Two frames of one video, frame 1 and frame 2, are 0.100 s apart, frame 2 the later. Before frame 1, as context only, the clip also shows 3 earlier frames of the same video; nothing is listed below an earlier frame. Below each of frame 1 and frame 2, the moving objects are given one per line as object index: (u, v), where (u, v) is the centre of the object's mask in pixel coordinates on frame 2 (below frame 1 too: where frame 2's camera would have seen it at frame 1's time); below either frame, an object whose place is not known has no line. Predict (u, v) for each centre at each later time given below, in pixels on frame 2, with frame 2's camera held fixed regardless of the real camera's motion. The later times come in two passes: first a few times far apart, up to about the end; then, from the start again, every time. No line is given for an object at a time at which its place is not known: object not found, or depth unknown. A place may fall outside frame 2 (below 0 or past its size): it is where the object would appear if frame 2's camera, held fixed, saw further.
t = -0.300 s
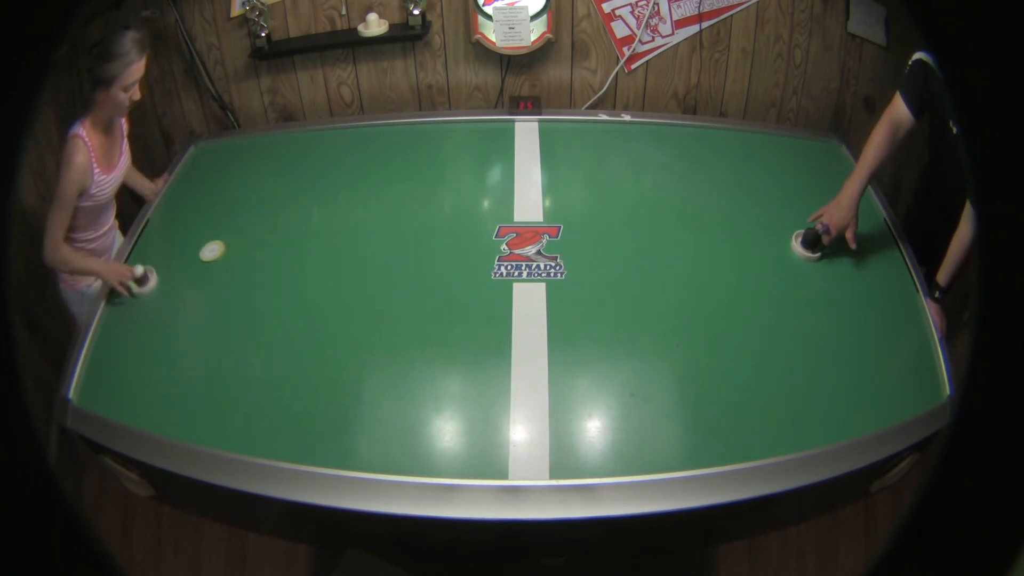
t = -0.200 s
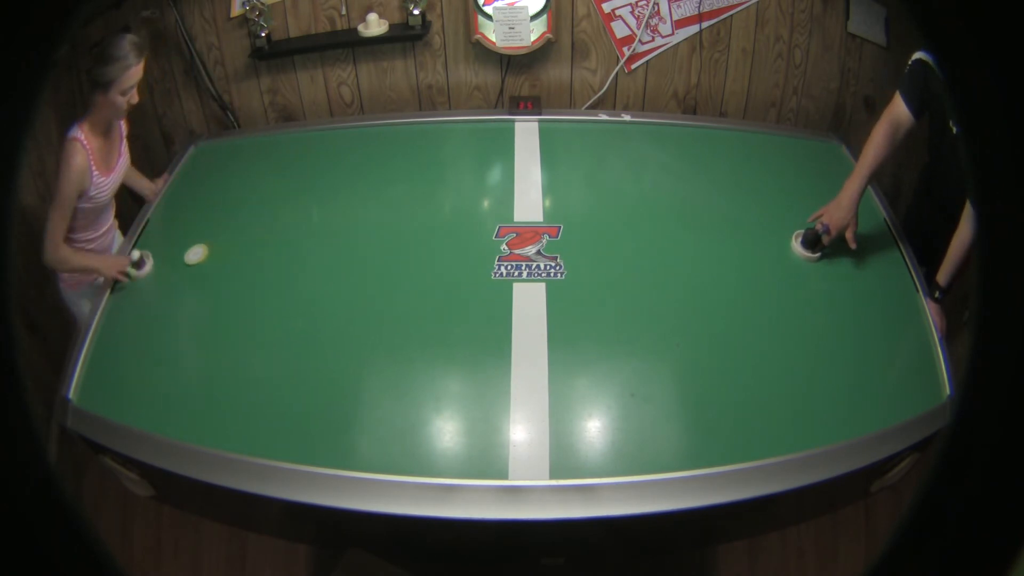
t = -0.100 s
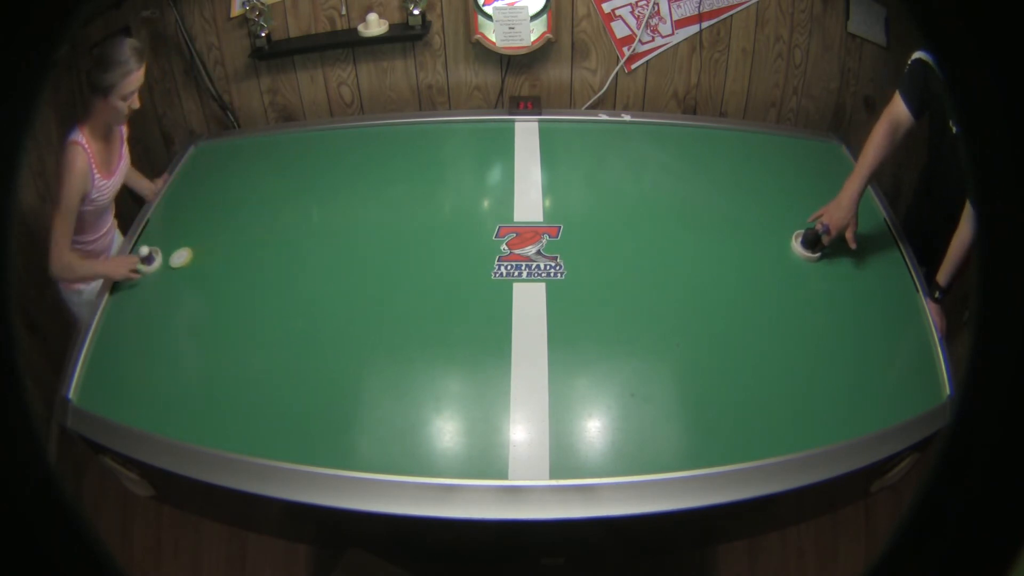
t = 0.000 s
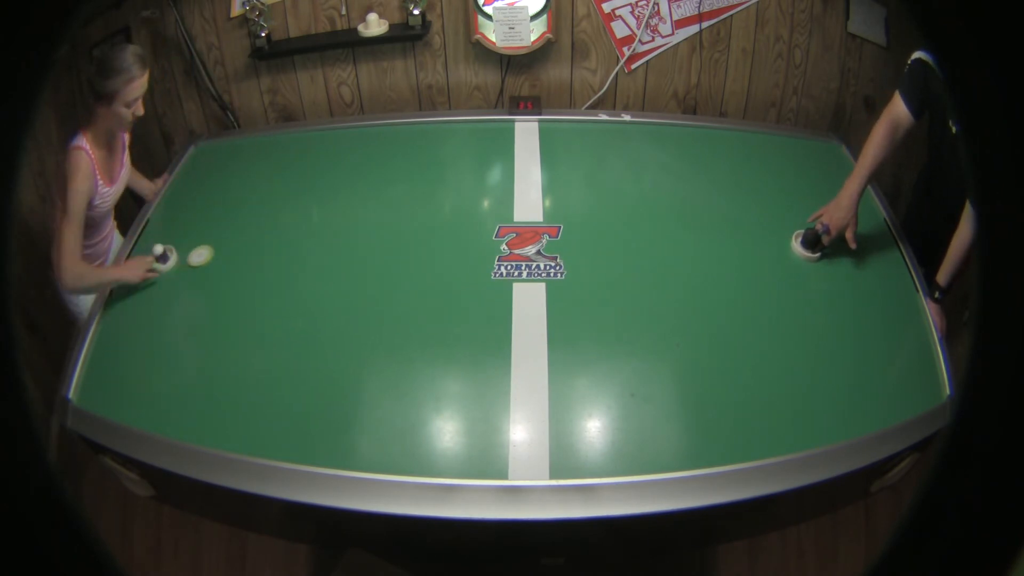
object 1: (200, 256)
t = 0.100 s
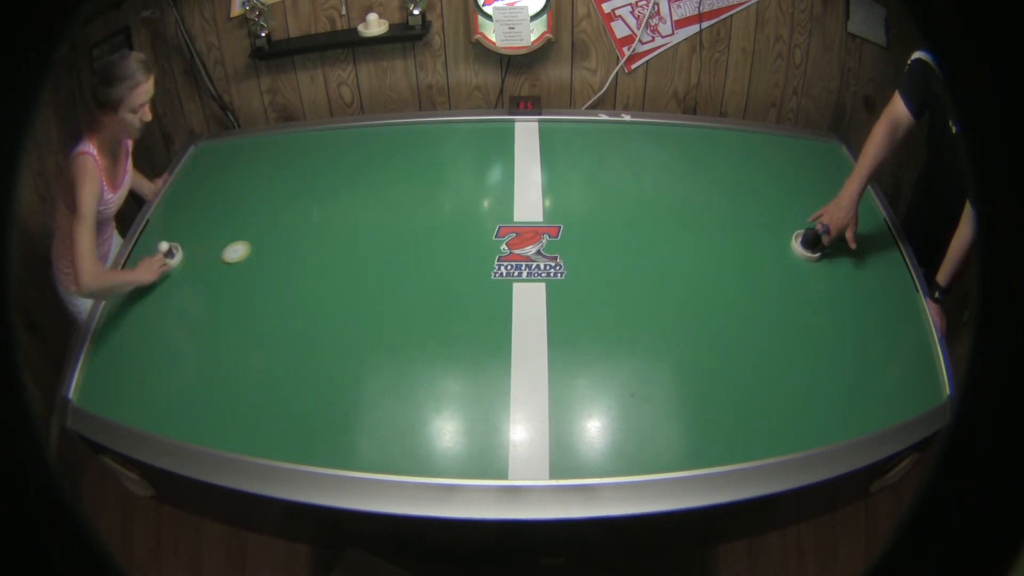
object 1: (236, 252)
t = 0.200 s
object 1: (276, 248)
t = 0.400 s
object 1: (366, 240)
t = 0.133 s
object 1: (249, 251)
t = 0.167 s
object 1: (262, 250)
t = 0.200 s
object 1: (276, 248)
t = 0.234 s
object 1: (290, 247)
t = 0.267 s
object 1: (304, 245)
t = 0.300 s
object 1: (319, 244)
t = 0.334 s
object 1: (334, 243)
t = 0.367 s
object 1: (350, 241)
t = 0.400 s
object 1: (366, 240)
